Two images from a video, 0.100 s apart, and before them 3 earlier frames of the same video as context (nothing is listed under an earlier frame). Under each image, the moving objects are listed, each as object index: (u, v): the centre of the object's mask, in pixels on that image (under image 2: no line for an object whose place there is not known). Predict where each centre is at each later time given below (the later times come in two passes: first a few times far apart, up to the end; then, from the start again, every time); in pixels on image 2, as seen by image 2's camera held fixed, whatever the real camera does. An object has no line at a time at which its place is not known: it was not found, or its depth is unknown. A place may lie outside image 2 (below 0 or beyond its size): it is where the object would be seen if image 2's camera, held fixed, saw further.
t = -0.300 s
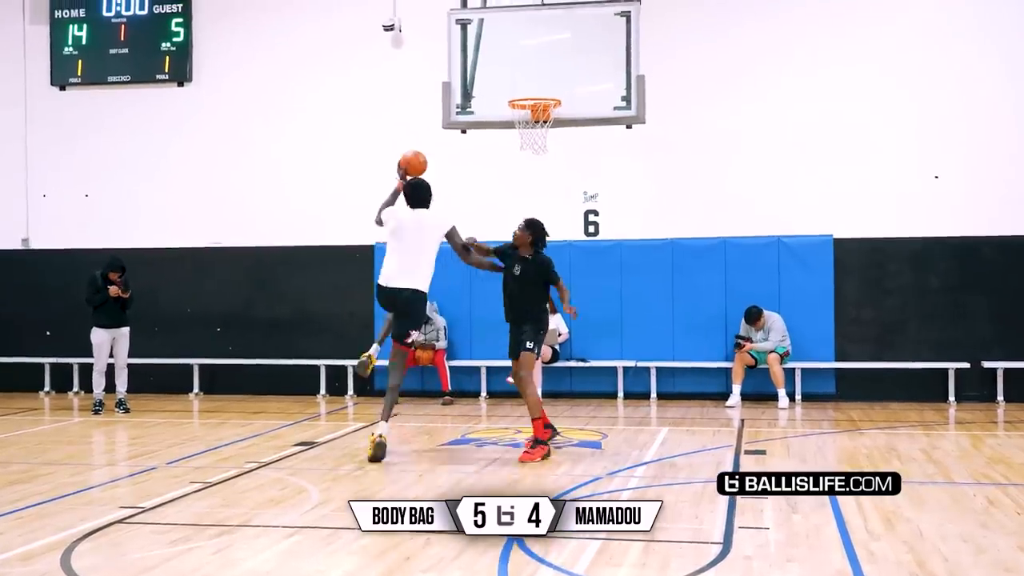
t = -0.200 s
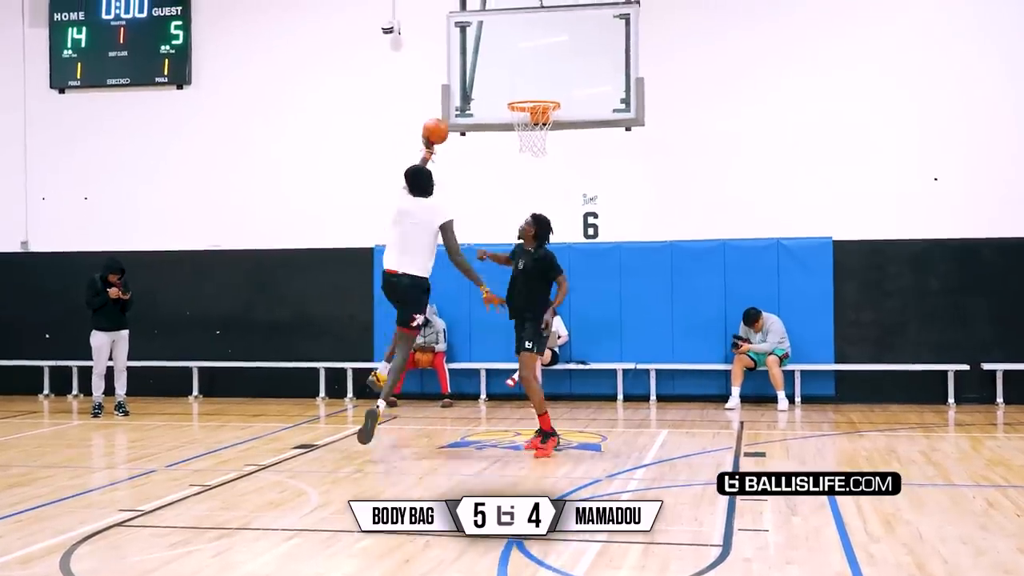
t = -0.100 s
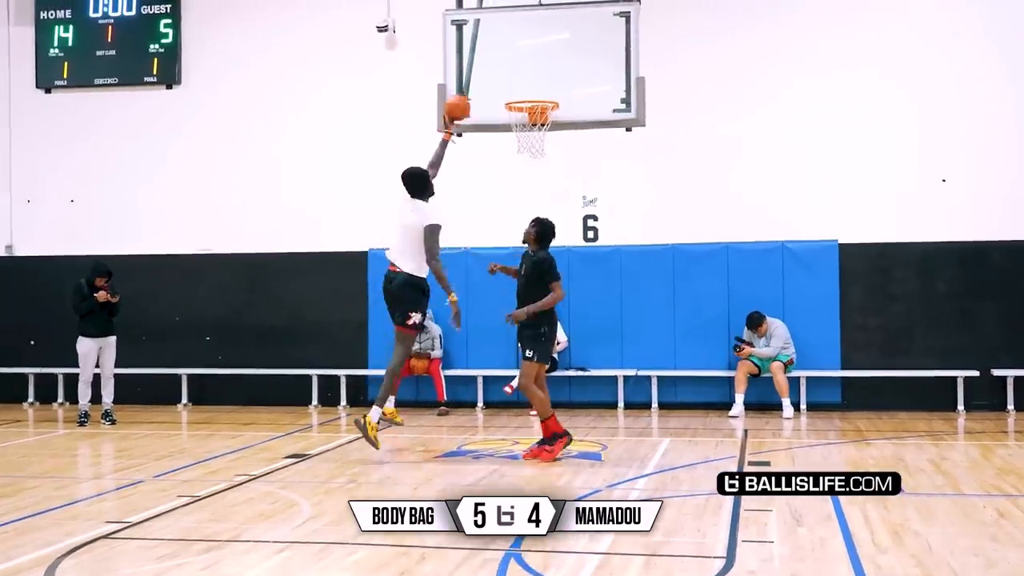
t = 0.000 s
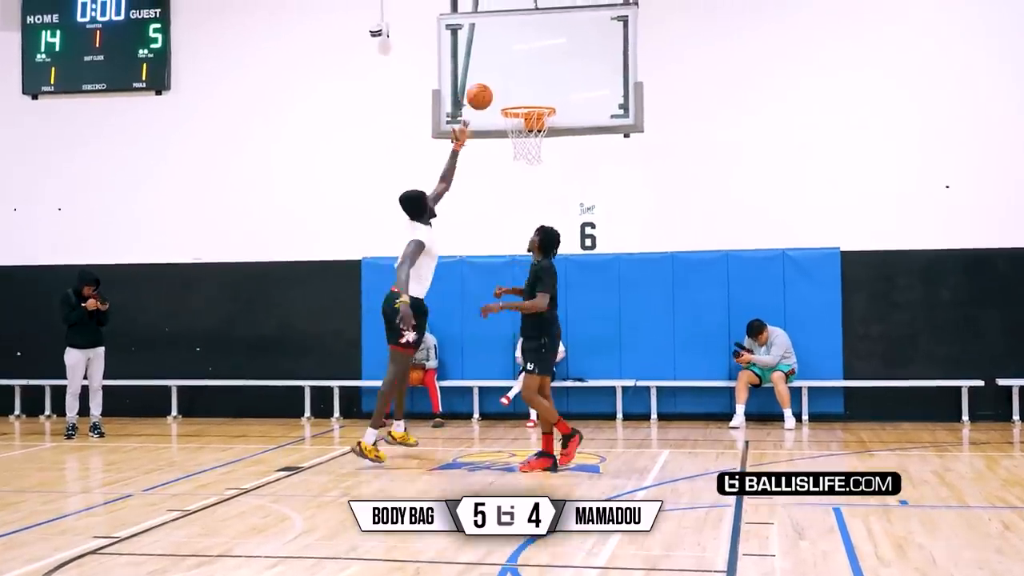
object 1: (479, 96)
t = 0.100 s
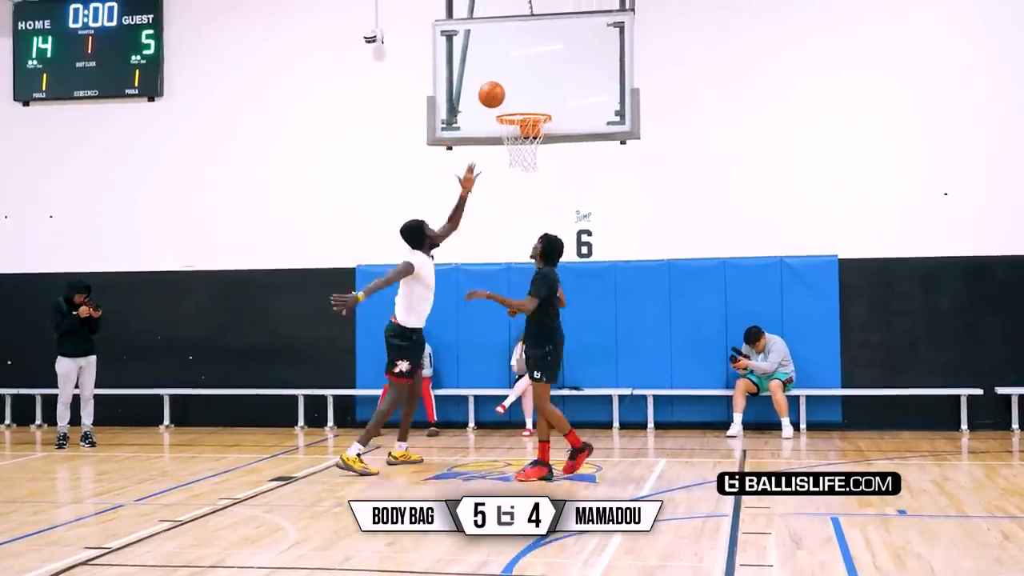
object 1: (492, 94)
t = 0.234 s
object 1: (502, 95)
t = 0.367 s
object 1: (514, 96)
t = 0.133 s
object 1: (494, 93)
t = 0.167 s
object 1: (497, 92)
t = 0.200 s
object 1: (500, 93)
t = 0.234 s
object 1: (502, 95)
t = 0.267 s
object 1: (505, 99)
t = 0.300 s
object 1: (508, 100)
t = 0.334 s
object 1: (511, 98)
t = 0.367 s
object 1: (514, 96)
